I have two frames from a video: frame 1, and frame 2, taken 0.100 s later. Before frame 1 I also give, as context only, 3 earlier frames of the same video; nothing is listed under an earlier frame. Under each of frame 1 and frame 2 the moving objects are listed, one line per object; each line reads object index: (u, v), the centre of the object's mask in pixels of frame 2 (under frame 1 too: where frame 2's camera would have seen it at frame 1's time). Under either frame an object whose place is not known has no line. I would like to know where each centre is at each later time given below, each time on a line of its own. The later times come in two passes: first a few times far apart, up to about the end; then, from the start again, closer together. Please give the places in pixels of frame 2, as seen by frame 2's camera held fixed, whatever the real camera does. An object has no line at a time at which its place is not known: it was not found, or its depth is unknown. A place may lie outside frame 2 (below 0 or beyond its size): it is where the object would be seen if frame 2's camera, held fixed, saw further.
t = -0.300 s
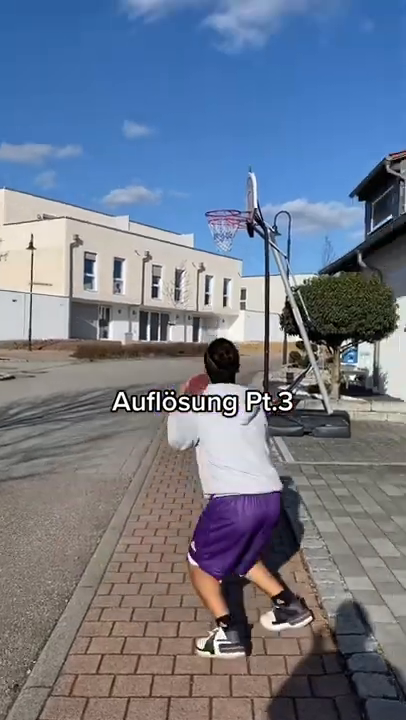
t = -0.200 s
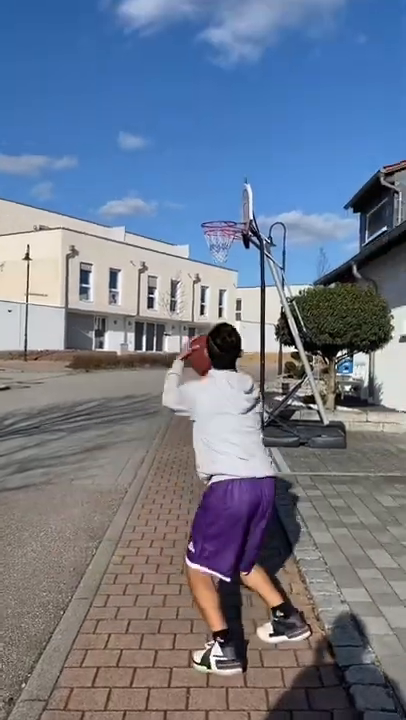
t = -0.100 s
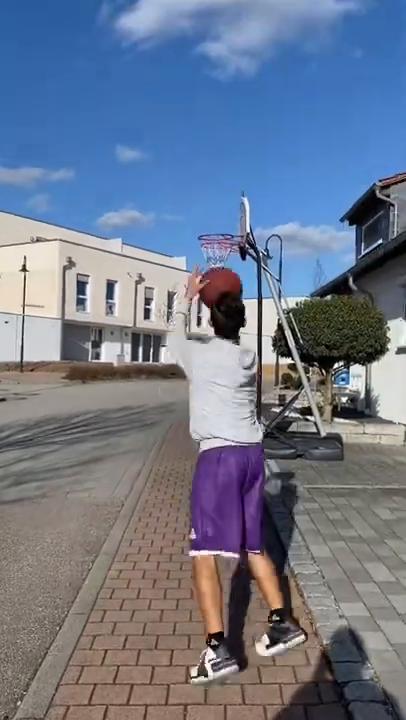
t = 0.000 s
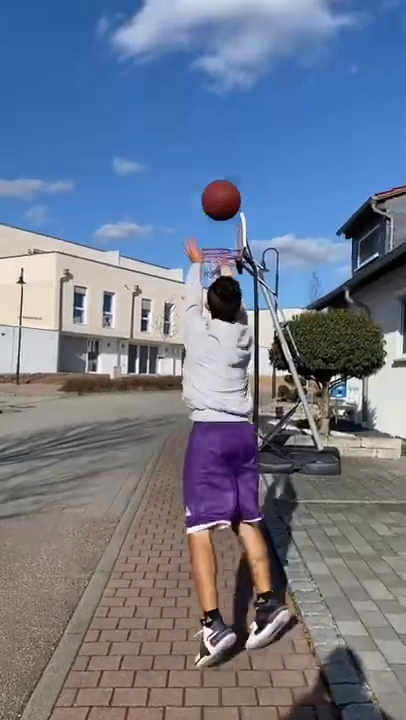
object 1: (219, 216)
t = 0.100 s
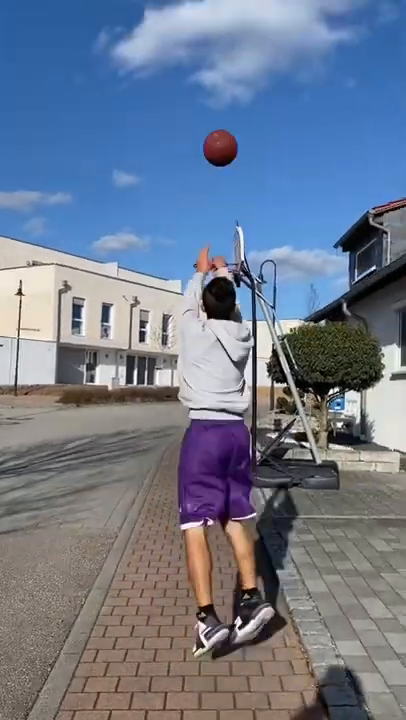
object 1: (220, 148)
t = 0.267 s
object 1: (220, 88)
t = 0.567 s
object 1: (220, 81)
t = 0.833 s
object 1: (218, 134)
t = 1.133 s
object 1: (215, 232)
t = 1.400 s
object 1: (210, 289)
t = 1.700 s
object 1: (206, 307)
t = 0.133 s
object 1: (220, 131)
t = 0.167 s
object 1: (220, 117)
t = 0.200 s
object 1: (220, 105)
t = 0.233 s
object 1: (220, 96)
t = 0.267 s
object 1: (220, 88)
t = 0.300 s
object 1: (220, 82)
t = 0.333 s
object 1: (221, 78)
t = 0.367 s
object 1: (221, 75)
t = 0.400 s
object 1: (221, 73)
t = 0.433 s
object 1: (220, 73)
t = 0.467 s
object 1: (220, 73)
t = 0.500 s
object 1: (220, 75)
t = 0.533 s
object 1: (220, 78)
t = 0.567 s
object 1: (220, 81)
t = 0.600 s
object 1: (220, 85)
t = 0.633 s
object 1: (220, 90)
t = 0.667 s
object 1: (219, 96)
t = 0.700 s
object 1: (219, 103)
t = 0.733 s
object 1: (219, 110)
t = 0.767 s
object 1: (219, 117)
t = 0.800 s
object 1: (218, 126)
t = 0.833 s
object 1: (218, 134)
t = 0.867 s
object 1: (218, 144)
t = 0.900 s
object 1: (218, 153)
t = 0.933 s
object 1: (217, 164)
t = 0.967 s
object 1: (216, 174)
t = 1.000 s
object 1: (216, 185)
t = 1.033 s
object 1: (215, 196)
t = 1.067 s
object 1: (215, 208)
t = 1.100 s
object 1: (215, 220)
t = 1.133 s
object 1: (215, 232)
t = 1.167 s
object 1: (214, 245)
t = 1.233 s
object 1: (214, 269)
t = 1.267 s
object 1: (214, 282)
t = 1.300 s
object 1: (215, 289)
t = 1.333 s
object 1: (213, 291)
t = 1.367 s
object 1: (212, 292)
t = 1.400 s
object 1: (210, 289)
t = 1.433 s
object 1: (210, 290)
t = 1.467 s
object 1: (209, 291)
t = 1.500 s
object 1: (209, 293)
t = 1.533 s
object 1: (208, 294)
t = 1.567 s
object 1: (208, 296)
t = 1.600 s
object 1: (207, 299)
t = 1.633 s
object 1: (207, 300)
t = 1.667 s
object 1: (206, 303)
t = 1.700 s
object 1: (206, 307)
